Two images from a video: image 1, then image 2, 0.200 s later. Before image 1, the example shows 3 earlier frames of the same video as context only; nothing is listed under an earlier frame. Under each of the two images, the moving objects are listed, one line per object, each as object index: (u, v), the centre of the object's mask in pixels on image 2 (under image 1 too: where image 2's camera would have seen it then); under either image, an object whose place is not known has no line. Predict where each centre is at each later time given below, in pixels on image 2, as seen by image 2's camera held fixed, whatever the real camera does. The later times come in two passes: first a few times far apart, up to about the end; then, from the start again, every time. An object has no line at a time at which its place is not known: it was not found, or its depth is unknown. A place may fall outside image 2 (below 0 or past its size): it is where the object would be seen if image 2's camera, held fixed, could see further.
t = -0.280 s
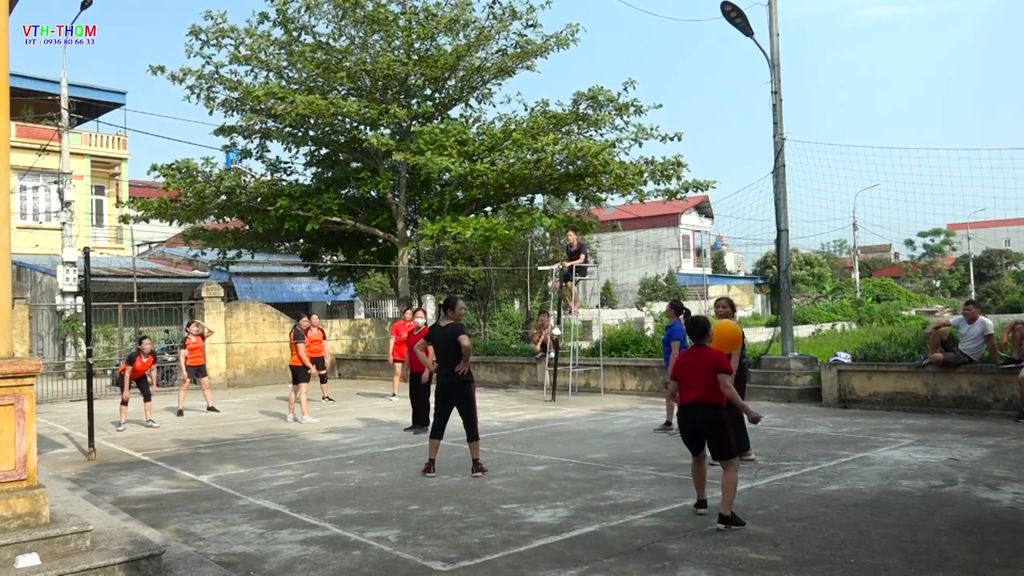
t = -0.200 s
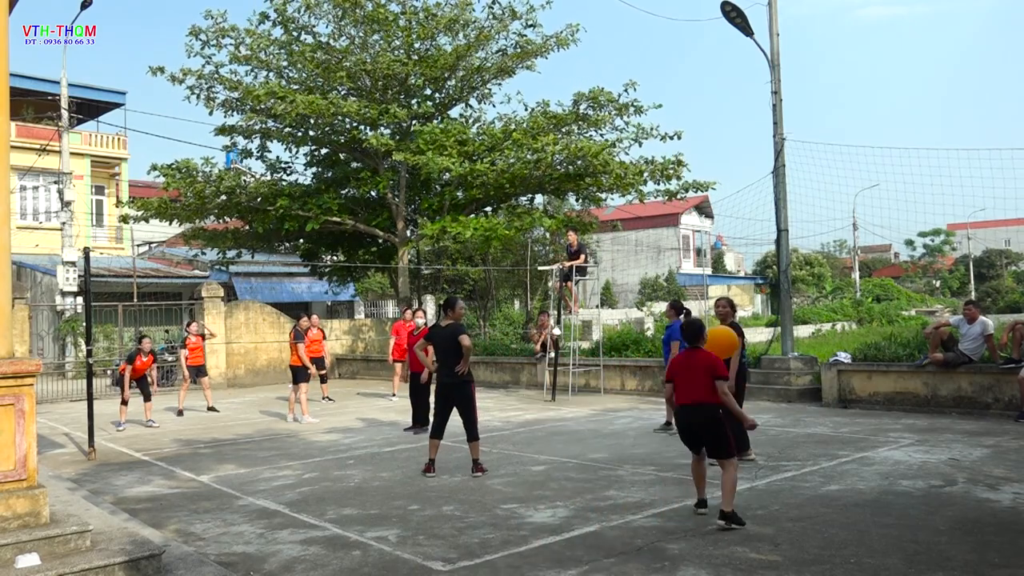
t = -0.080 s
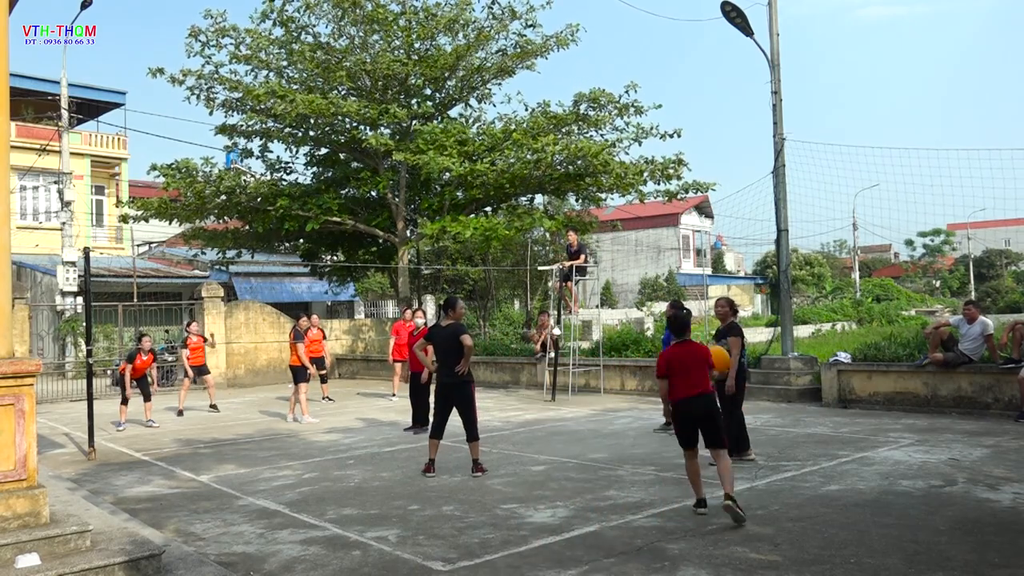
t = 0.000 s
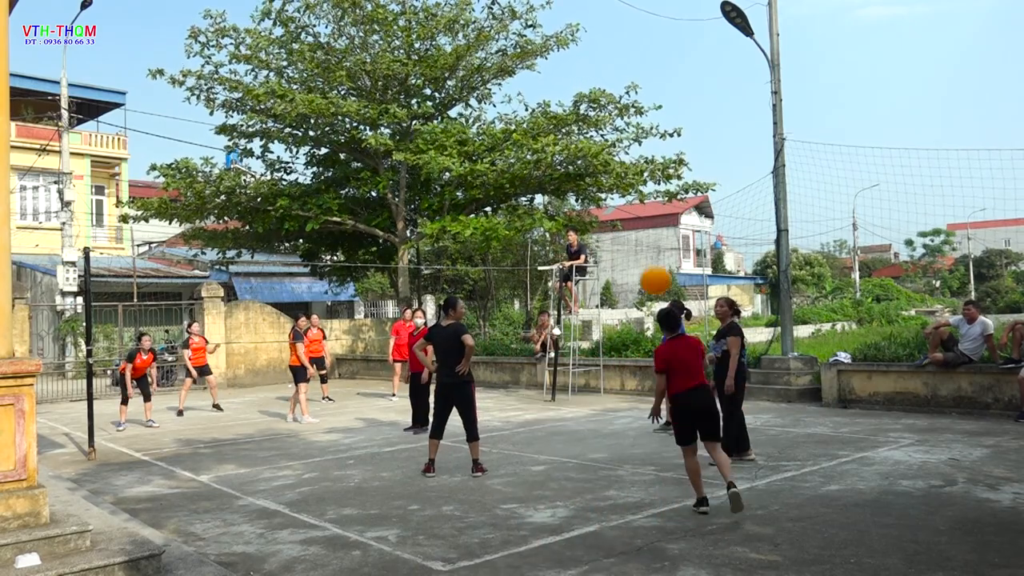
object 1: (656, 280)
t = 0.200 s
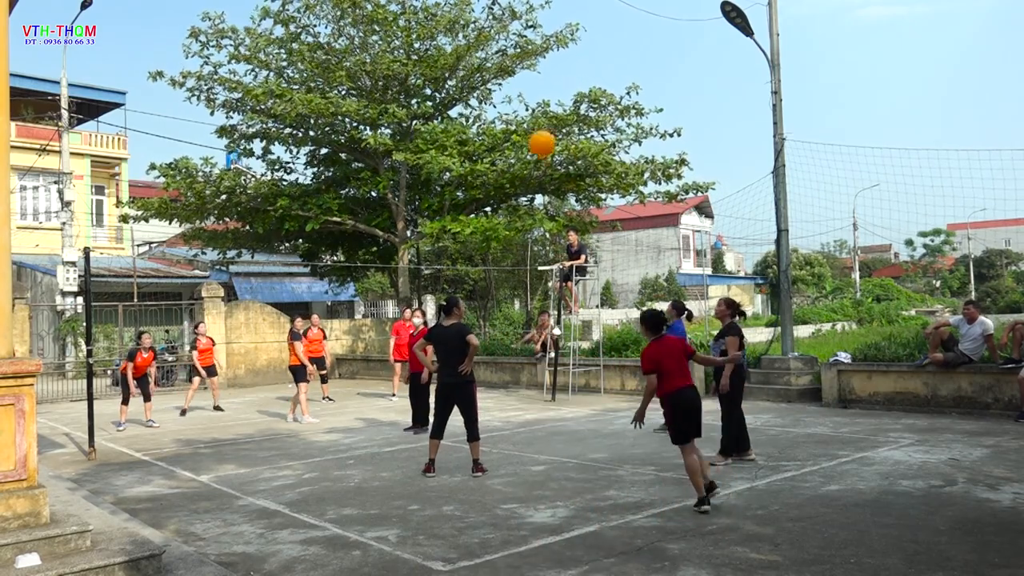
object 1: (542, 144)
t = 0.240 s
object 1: (524, 127)
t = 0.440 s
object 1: (441, 75)
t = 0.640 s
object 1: (380, 68)
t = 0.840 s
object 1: (331, 92)
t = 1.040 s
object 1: (291, 141)
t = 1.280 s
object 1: (250, 227)
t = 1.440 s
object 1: (228, 297)
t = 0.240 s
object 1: (524, 127)
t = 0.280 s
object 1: (505, 111)
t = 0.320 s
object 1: (488, 99)
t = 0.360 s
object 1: (472, 89)
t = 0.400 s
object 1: (456, 81)
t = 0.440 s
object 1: (441, 75)
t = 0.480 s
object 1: (428, 71)
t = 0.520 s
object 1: (415, 68)
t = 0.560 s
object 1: (402, 67)
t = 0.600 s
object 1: (391, 67)
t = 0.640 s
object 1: (380, 68)
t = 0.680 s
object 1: (369, 70)
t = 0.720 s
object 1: (359, 75)
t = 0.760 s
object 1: (349, 79)
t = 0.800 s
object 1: (341, 85)
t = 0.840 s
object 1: (331, 92)
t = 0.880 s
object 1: (323, 100)
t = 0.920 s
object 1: (315, 109)
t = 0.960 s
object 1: (307, 119)
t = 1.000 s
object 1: (298, 130)
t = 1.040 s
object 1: (291, 141)
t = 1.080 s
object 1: (284, 154)
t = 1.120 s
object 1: (277, 168)
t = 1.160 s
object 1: (270, 181)
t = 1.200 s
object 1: (263, 196)
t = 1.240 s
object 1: (257, 211)
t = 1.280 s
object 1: (250, 227)
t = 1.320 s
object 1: (245, 243)
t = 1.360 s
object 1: (239, 260)
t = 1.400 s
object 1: (233, 279)
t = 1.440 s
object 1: (228, 297)
